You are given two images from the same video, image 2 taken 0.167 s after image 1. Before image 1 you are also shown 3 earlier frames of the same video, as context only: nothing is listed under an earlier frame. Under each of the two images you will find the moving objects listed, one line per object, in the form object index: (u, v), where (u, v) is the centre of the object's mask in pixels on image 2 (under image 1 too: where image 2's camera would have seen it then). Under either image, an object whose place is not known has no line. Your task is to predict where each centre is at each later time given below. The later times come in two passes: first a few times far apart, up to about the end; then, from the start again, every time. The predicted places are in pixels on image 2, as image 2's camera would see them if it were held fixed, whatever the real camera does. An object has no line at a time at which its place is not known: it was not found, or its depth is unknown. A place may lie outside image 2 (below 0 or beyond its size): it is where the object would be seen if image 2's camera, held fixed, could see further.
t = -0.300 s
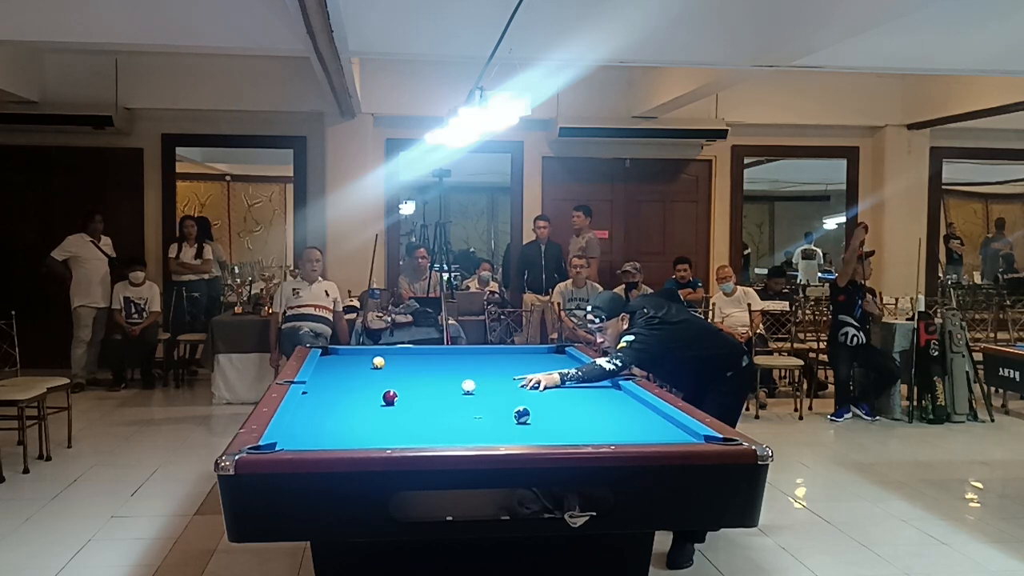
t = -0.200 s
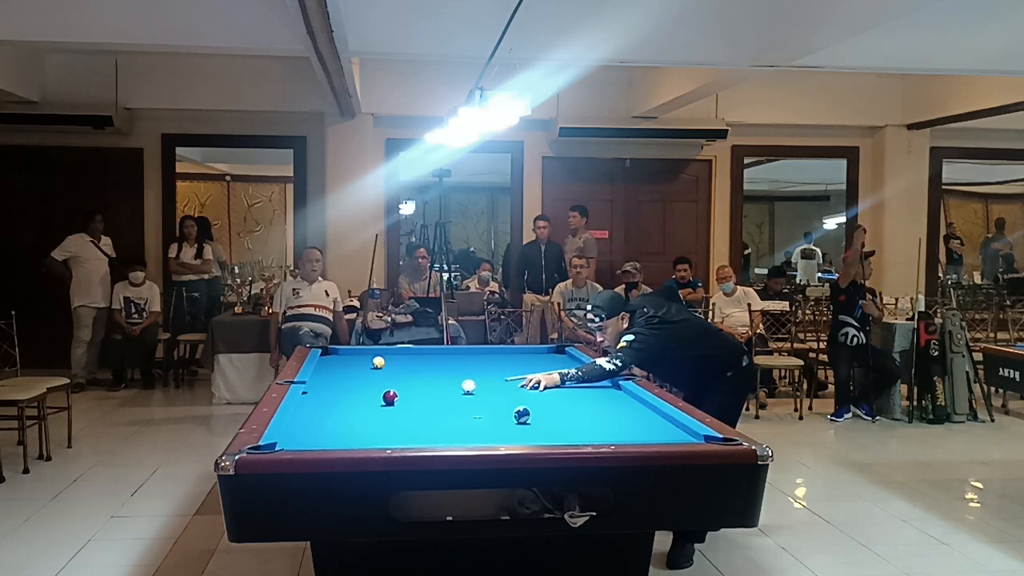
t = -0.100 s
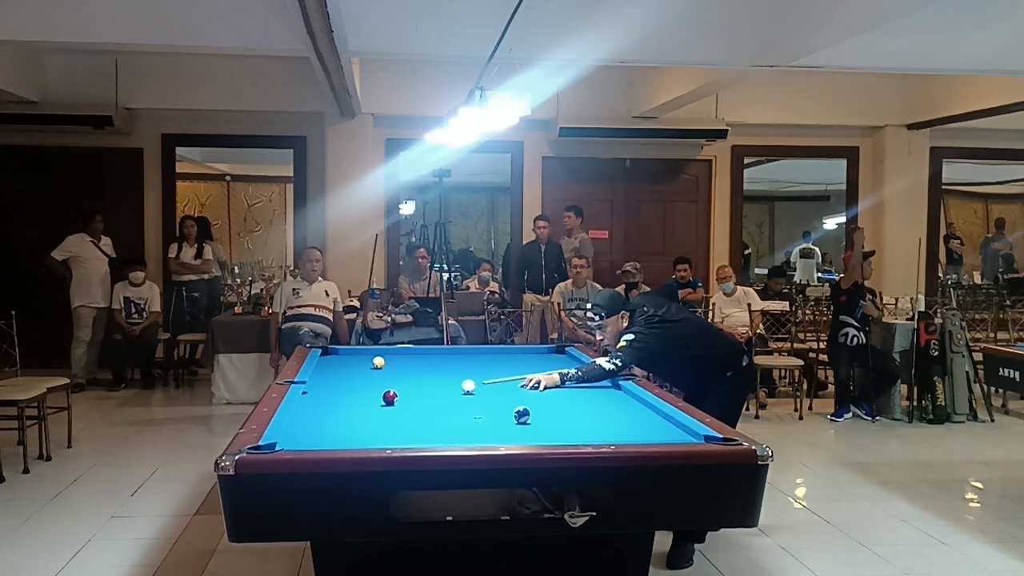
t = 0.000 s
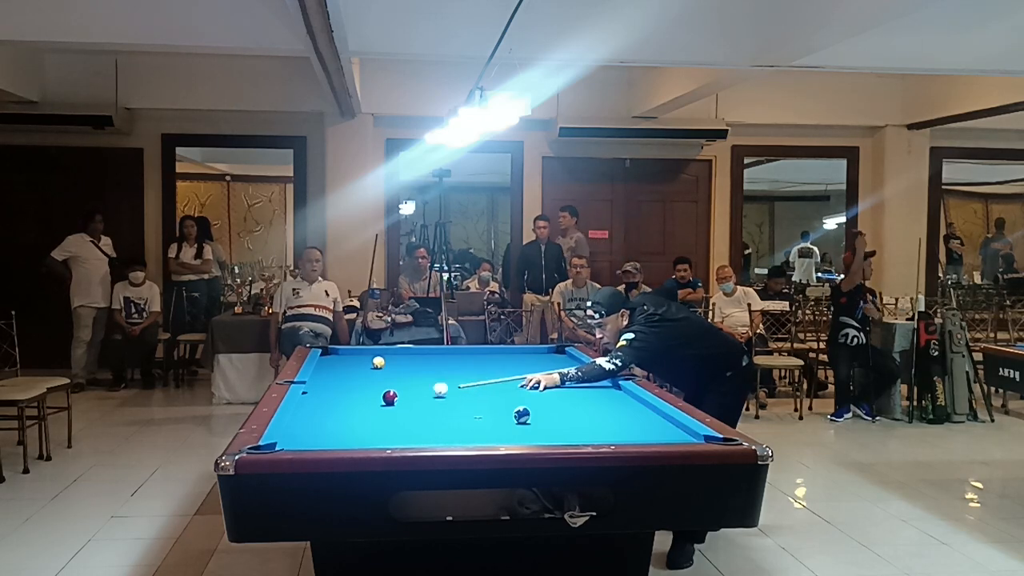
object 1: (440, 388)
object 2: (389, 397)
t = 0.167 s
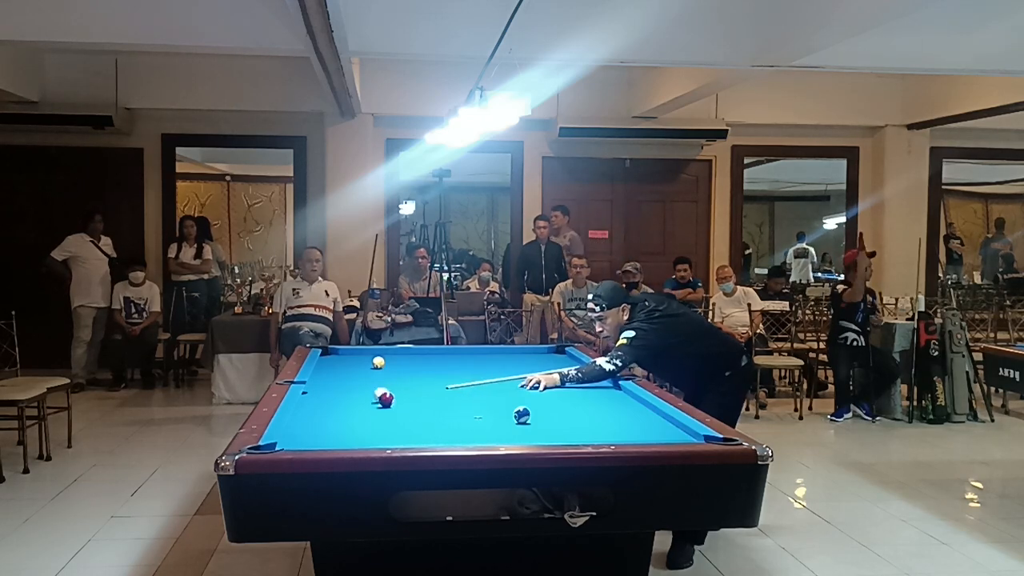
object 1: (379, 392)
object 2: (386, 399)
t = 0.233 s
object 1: (361, 394)
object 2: (381, 402)
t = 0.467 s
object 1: (320, 395)
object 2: (365, 410)
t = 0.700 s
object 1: (359, 394)
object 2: (349, 419)
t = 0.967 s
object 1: (401, 393)
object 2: (329, 431)
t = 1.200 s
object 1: (435, 392)
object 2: (309, 438)
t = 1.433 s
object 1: (468, 391)
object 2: (283, 445)
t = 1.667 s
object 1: (499, 390)
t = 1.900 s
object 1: (529, 389)
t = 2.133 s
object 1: (557, 389)
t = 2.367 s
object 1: (585, 388)
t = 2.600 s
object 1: (610, 388)
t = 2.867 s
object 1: (605, 388)
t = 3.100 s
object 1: (592, 387)
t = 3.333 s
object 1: (580, 388)
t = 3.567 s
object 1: (569, 388)
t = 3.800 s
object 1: (559, 387)
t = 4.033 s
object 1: (550, 387)
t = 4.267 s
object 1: (542, 387)
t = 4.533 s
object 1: (534, 387)
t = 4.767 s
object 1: (528, 387)
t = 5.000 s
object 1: (523, 387)
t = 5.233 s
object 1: (519, 387)
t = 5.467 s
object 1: (517, 387)
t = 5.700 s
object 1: (515, 387)
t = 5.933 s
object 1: (515, 387)
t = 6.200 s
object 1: (516, 387)
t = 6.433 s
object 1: (516, 387)
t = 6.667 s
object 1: (516, 387)
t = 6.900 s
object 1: (516, 387)
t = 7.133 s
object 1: (516, 387)
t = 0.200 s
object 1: (371, 394)
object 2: (383, 400)
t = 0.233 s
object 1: (361, 394)
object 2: (381, 402)
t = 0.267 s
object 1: (351, 395)
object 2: (378, 403)
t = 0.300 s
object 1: (341, 395)
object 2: (376, 404)
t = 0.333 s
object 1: (330, 395)
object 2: (374, 405)
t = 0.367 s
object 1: (320, 395)
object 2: (372, 406)
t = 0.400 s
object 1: (309, 395)
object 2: (370, 408)
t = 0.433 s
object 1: (312, 395)
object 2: (367, 409)
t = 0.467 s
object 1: (320, 395)
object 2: (365, 410)
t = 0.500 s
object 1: (326, 395)
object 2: (363, 412)
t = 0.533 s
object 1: (332, 395)
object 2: (360, 413)
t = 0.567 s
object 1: (338, 394)
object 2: (358, 414)
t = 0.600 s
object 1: (343, 394)
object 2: (356, 415)
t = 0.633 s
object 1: (349, 394)
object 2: (353, 417)
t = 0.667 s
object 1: (354, 394)
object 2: (351, 418)
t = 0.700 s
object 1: (359, 394)
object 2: (349, 419)
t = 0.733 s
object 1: (364, 394)
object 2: (346, 421)
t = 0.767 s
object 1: (370, 394)
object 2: (344, 422)
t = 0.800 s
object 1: (375, 394)
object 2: (341, 423)
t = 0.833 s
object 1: (380, 393)
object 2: (339, 425)
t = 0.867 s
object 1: (385, 393)
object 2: (336, 426)
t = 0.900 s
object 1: (391, 393)
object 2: (334, 427)
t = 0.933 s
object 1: (396, 393)
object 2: (331, 429)
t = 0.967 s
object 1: (401, 393)
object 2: (329, 431)
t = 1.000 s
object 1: (406, 393)
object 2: (326, 432)
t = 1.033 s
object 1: (411, 393)
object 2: (323, 433)
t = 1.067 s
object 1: (416, 392)
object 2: (321, 435)
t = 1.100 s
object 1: (421, 392)
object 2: (318, 436)
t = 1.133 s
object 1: (425, 392)
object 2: (315, 437)
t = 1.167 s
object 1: (430, 392)
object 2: (312, 438)
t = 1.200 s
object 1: (435, 392)
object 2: (309, 438)
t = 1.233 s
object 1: (440, 392)
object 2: (306, 440)
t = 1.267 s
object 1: (445, 392)
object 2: (304, 441)
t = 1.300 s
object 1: (449, 392)
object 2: (300, 442)
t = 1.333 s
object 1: (454, 392)
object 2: (297, 443)
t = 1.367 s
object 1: (459, 391)
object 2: (293, 444)
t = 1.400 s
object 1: (464, 391)
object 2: (288, 444)
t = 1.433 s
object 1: (468, 391)
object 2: (283, 445)
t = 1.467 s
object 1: (472, 391)
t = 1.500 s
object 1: (477, 391)
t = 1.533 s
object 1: (482, 391)
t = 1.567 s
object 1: (486, 391)
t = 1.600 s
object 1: (491, 390)
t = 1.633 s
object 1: (495, 390)
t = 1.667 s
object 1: (499, 390)
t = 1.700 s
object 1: (504, 390)
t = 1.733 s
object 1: (508, 390)
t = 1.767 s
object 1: (512, 390)
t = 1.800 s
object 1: (517, 390)
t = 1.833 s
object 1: (521, 390)
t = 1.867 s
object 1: (525, 390)
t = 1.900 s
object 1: (529, 389)
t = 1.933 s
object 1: (533, 389)
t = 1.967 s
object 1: (537, 389)
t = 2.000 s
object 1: (541, 389)
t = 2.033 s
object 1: (545, 389)
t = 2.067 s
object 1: (550, 389)
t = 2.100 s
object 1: (554, 389)
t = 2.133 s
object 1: (557, 389)
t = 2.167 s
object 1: (561, 389)
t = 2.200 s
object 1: (565, 389)
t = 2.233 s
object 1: (569, 389)
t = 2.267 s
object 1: (573, 388)
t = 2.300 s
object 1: (577, 389)
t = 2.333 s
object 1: (581, 389)
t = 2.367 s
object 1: (585, 388)
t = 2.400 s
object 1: (588, 388)
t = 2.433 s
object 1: (592, 388)
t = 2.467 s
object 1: (596, 388)
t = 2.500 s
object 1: (599, 388)
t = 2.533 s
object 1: (603, 388)
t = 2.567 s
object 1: (607, 388)
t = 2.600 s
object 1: (610, 388)
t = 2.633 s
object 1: (614, 388)
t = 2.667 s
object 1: (617, 388)
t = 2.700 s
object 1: (615, 388)
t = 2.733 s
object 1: (613, 388)
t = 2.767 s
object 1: (611, 388)
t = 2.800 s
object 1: (609, 388)
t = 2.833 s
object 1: (607, 387)
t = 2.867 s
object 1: (605, 388)
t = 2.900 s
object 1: (603, 387)
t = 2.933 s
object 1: (601, 387)
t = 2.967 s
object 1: (599, 388)
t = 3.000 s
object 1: (598, 388)
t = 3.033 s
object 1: (596, 388)
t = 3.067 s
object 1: (594, 387)
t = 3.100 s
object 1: (592, 387)
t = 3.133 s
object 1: (590, 387)
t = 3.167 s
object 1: (589, 388)
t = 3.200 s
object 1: (587, 388)
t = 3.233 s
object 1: (585, 388)
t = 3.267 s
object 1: (583, 387)
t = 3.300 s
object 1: (582, 388)
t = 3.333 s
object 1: (580, 388)
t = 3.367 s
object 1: (579, 388)
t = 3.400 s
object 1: (577, 388)
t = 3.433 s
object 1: (575, 388)
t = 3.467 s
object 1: (574, 387)
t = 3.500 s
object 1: (573, 388)
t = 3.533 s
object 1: (571, 388)
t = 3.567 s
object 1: (569, 388)
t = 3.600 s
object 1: (568, 387)
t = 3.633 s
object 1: (566, 387)
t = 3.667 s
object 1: (565, 388)
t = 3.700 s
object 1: (563, 387)
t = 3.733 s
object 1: (562, 387)
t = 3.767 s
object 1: (560, 387)
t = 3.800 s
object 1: (559, 387)
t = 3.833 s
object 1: (558, 387)
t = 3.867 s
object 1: (557, 387)
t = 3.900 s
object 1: (555, 387)
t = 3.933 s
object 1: (554, 387)
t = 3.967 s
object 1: (553, 387)
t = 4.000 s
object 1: (551, 387)
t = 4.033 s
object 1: (550, 387)
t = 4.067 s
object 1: (549, 387)
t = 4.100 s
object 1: (548, 387)
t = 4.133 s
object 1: (547, 387)
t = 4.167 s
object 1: (545, 387)
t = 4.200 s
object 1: (544, 387)
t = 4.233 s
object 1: (543, 387)
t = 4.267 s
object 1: (542, 387)
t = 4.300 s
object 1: (541, 387)
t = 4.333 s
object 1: (540, 387)
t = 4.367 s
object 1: (539, 387)
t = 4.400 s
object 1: (538, 387)
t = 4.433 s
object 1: (537, 387)
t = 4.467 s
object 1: (536, 387)
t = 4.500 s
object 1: (535, 387)
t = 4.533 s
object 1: (534, 387)
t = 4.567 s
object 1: (533, 387)
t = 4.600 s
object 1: (532, 387)
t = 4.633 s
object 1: (532, 387)
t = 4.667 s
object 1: (531, 387)
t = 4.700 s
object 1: (530, 387)
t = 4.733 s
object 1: (529, 387)
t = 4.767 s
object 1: (528, 387)
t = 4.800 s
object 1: (527, 387)
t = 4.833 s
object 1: (527, 387)
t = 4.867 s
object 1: (526, 387)
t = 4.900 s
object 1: (525, 387)
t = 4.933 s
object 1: (525, 387)
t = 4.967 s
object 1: (524, 387)
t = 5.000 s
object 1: (523, 387)
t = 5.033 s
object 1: (523, 387)
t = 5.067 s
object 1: (522, 387)
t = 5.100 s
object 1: (522, 387)
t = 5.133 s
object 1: (521, 387)
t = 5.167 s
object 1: (521, 387)
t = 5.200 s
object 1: (520, 387)
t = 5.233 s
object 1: (519, 387)
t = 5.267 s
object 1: (519, 387)
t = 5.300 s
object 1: (519, 387)
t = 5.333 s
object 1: (518, 387)
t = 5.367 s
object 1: (518, 387)
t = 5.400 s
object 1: (518, 387)
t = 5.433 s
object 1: (517, 387)
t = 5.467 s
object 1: (517, 387)
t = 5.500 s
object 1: (517, 387)
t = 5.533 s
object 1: (516, 387)
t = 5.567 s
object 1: (516, 387)
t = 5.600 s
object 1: (516, 387)
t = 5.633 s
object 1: (516, 387)
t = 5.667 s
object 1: (515, 387)
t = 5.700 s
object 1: (515, 387)
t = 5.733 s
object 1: (515, 387)
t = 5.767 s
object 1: (515, 387)
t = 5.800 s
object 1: (515, 387)
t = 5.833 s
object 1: (515, 387)
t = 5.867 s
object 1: (515, 387)
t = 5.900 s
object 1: (515, 387)
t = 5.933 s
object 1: (515, 387)
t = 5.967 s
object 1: (515, 387)
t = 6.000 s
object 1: (515, 387)
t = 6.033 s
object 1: (515, 387)
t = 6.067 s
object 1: (515, 387)
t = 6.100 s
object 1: (515, 387)
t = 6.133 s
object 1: (515, 387)
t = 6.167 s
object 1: (515, 387)
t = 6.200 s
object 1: (516, 387)
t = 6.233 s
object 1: (515, 387)
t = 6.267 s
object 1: (515, 387)
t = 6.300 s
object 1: (516, 387)
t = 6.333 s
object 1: (516, 387)
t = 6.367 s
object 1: (516, 387)
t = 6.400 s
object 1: (516, 387)
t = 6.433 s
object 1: (516, 387)
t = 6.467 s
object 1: (516, 387)
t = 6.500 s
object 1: (516, 387)
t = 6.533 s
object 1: (516, 387)
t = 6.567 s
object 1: (516, 387)
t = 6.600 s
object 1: (516, 387)
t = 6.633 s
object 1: (516, 387)
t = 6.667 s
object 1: (516, 387)
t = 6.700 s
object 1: (516, 387)
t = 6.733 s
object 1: (516, 387)
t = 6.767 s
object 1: (516, 387)
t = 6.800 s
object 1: (516, 387)
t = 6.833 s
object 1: (516, 387)
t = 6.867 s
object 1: (516, 387)
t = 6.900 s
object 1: (516, 387)
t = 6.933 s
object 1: (516, 387)
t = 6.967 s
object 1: (516, 387)
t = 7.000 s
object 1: (516, 387)
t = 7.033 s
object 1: (516, 387)
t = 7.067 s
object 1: (516, 387)
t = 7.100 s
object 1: (516, 387)
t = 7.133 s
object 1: (516, 387)
